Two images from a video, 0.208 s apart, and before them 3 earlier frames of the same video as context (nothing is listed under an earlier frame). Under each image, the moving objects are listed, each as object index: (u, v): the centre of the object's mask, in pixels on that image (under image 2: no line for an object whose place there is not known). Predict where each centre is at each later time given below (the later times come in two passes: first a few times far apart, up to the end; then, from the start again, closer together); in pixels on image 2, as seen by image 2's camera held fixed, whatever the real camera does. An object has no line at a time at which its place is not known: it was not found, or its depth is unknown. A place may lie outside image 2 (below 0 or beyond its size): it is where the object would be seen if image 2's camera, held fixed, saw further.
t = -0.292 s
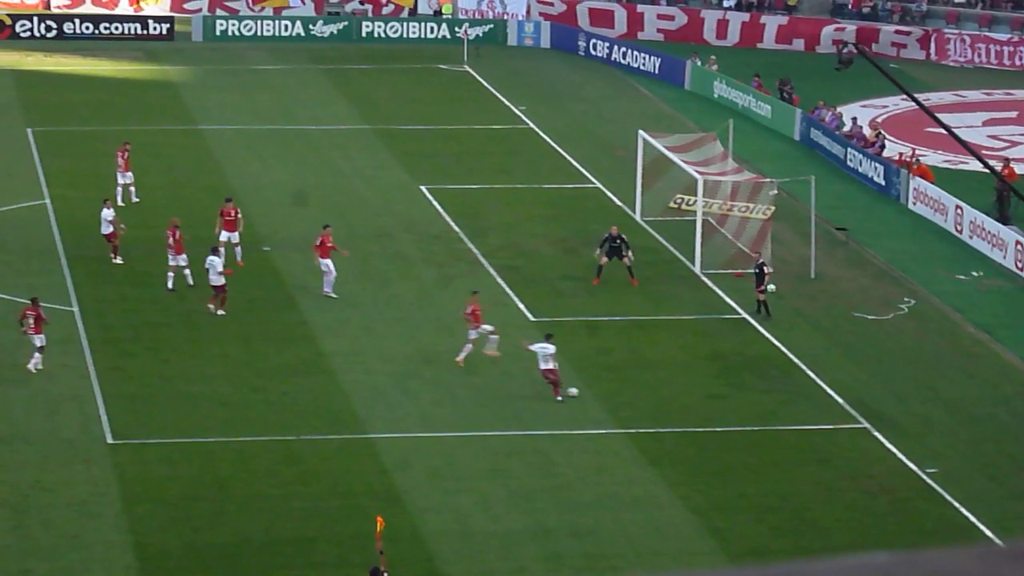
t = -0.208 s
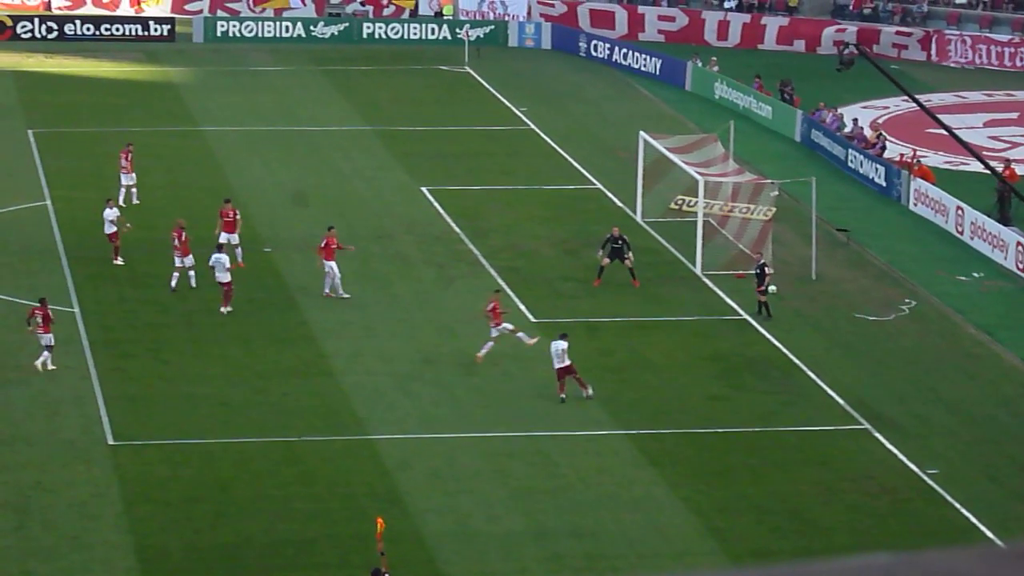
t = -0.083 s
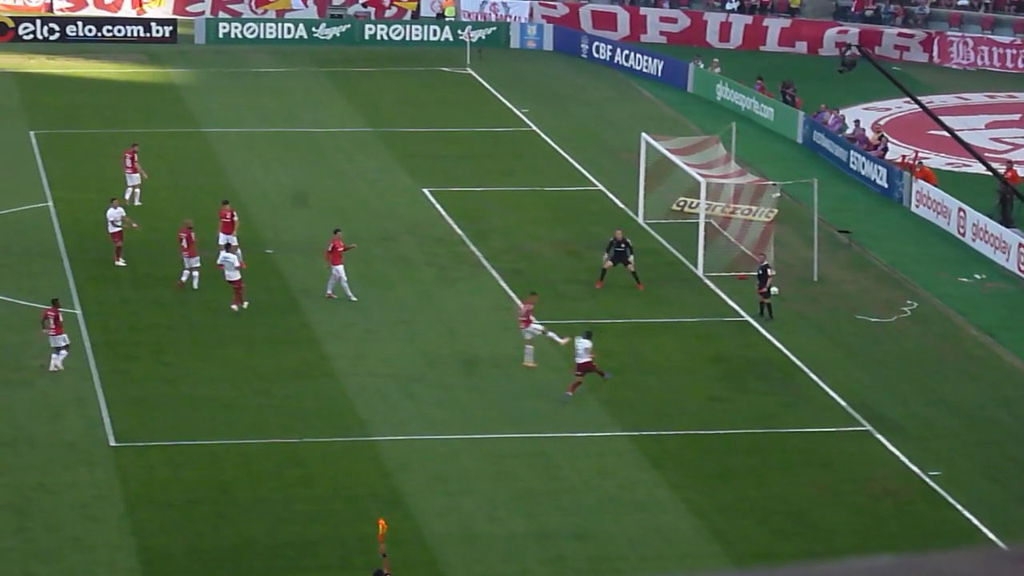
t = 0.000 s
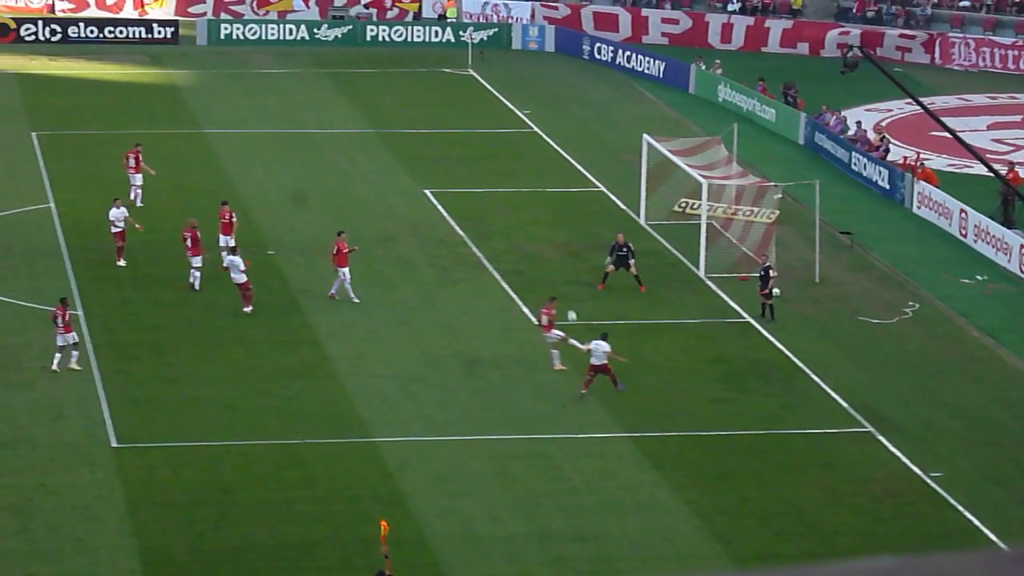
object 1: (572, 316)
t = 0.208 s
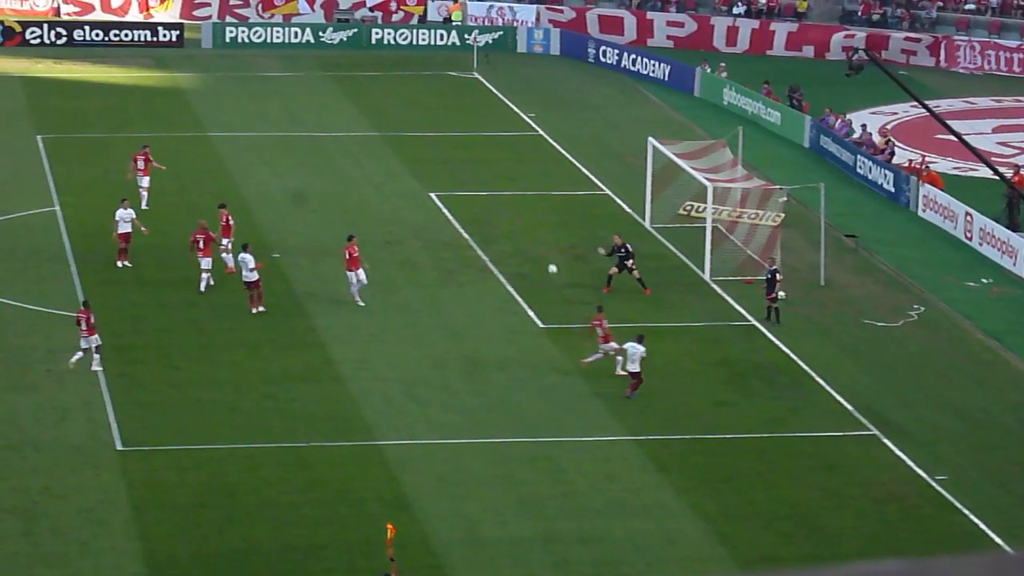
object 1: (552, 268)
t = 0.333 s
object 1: (536, 251)
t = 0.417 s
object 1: (524, 243)
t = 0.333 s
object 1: (536, 251)
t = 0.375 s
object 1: (530, 247)
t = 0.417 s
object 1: (524, 243)
